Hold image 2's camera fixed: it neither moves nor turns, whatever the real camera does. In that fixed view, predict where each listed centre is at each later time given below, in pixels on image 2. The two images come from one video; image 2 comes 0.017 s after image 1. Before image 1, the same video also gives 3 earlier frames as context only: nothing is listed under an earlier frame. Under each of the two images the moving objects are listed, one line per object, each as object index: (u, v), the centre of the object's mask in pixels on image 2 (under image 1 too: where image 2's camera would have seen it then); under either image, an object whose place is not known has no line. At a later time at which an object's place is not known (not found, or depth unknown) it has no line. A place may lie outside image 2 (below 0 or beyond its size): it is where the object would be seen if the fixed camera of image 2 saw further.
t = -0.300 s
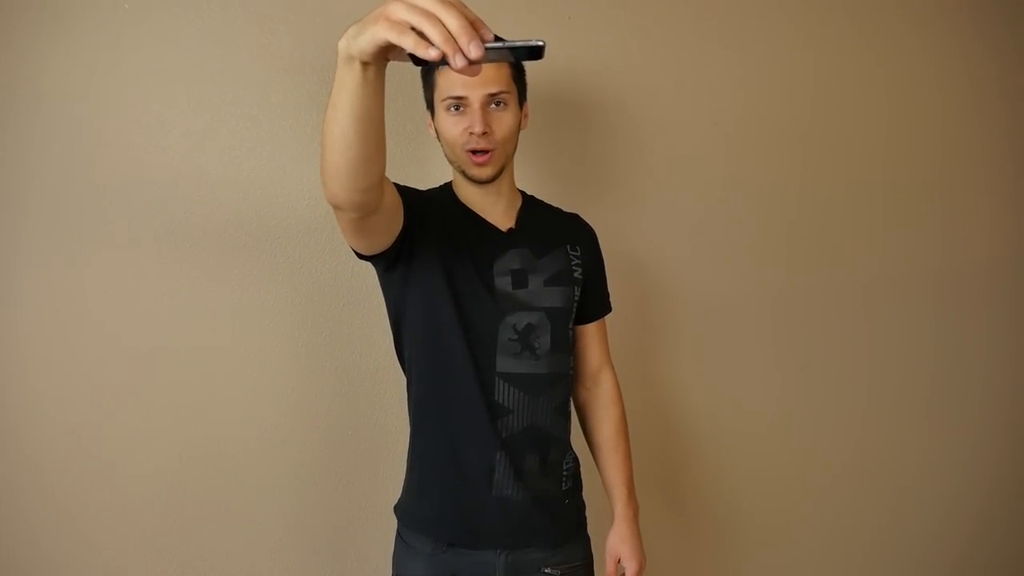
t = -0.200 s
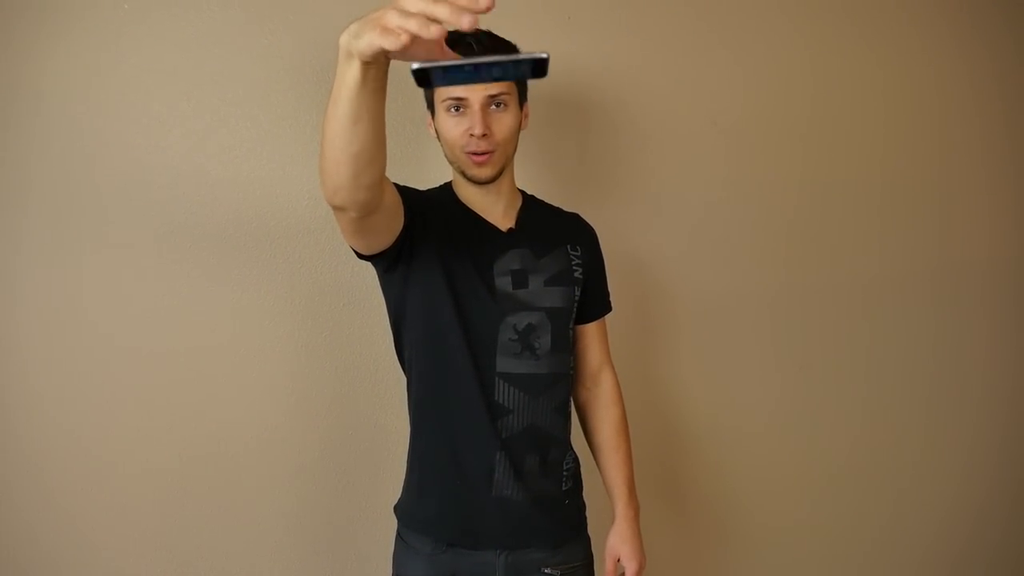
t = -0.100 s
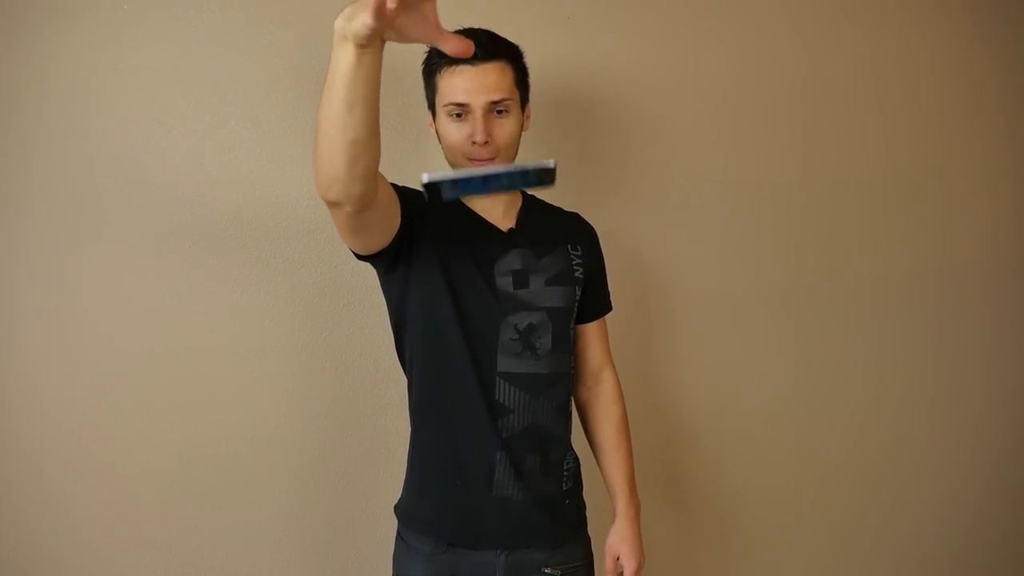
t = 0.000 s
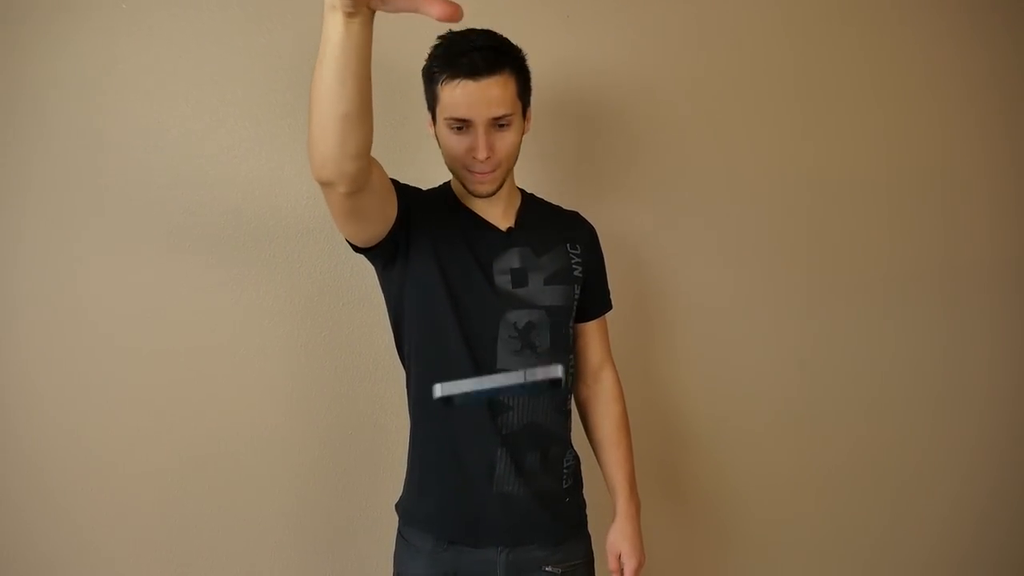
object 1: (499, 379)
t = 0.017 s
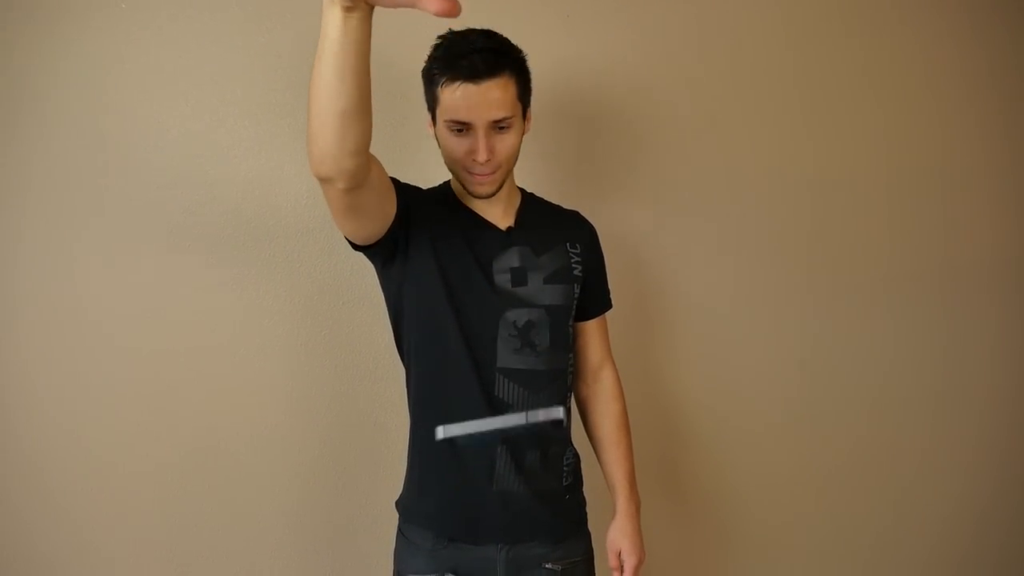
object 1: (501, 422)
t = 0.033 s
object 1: (503, 468)
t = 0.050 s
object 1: (505, 515)
